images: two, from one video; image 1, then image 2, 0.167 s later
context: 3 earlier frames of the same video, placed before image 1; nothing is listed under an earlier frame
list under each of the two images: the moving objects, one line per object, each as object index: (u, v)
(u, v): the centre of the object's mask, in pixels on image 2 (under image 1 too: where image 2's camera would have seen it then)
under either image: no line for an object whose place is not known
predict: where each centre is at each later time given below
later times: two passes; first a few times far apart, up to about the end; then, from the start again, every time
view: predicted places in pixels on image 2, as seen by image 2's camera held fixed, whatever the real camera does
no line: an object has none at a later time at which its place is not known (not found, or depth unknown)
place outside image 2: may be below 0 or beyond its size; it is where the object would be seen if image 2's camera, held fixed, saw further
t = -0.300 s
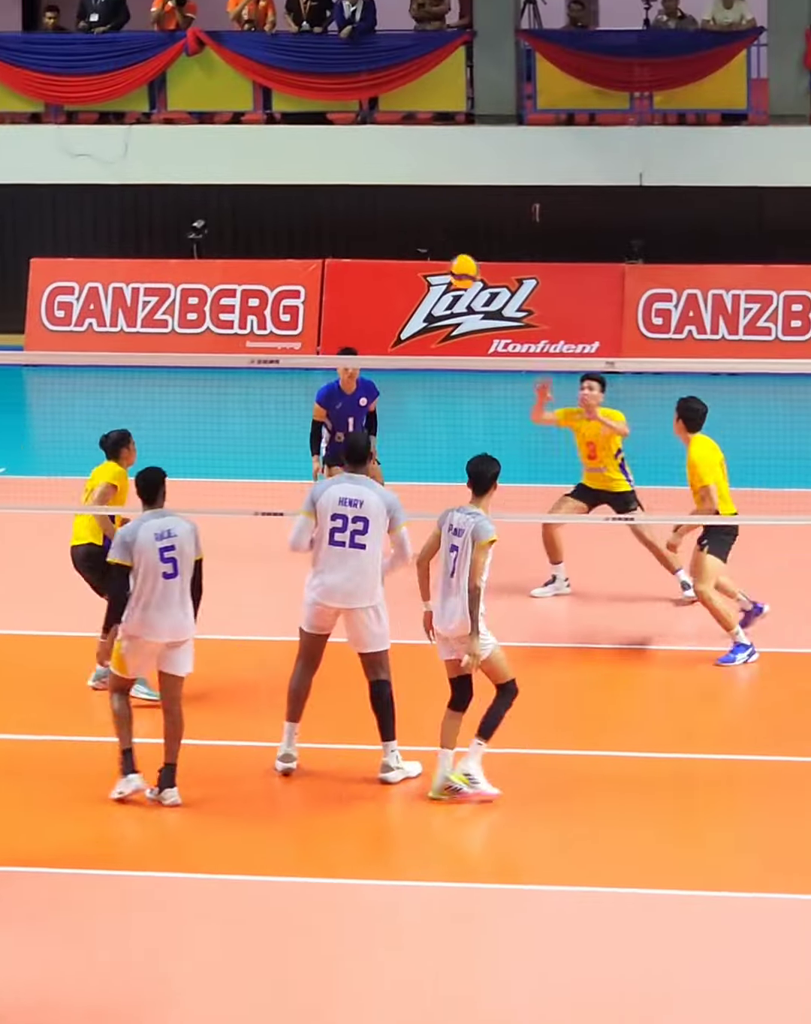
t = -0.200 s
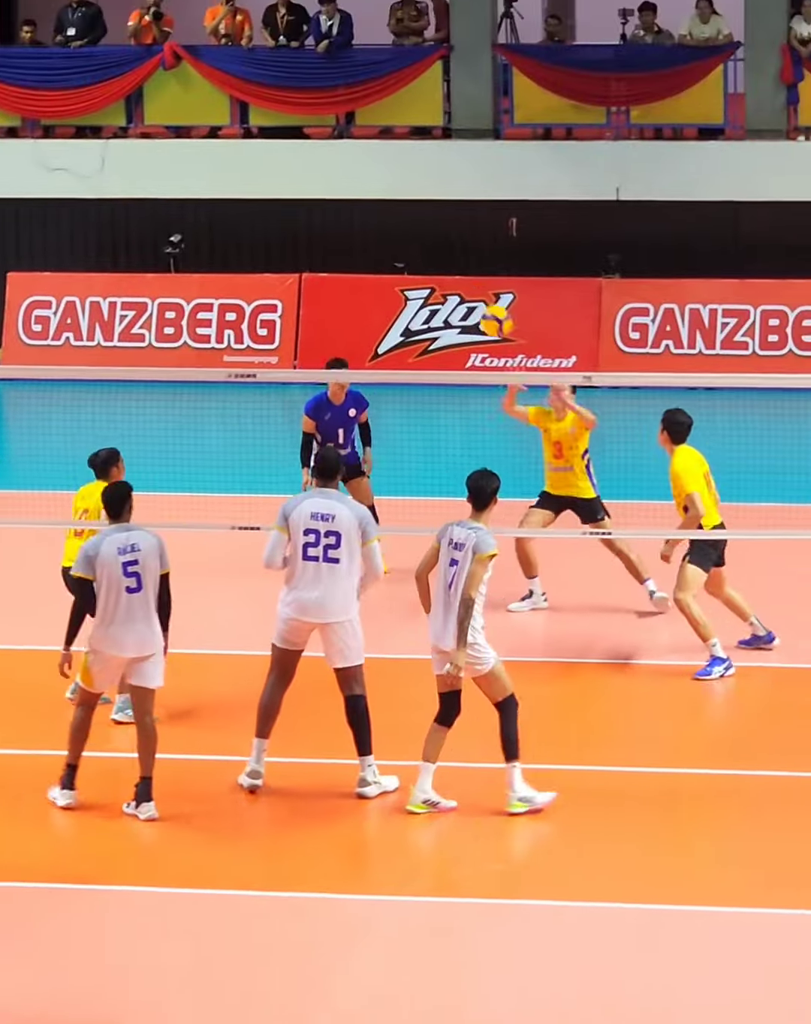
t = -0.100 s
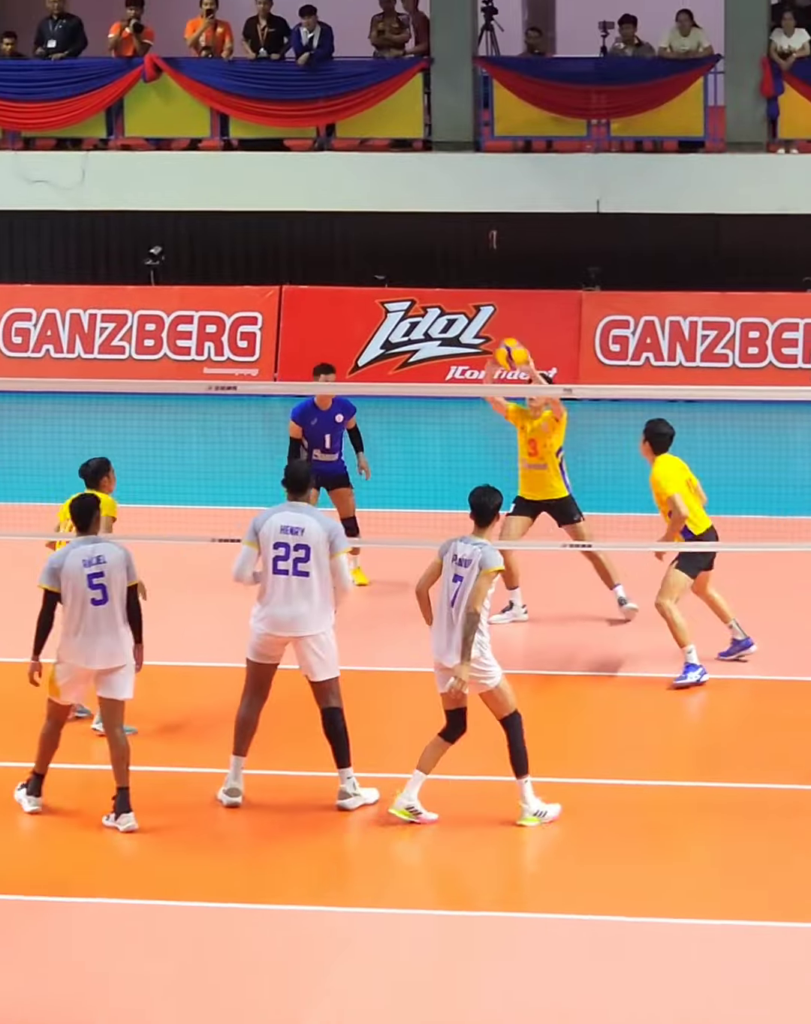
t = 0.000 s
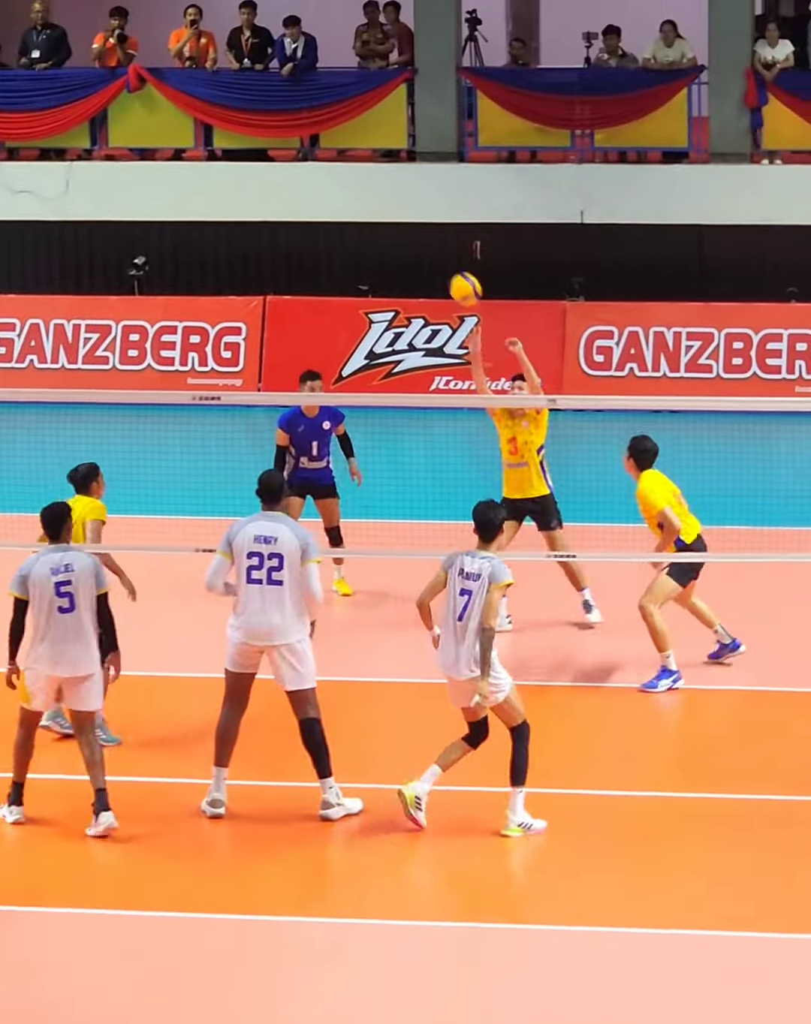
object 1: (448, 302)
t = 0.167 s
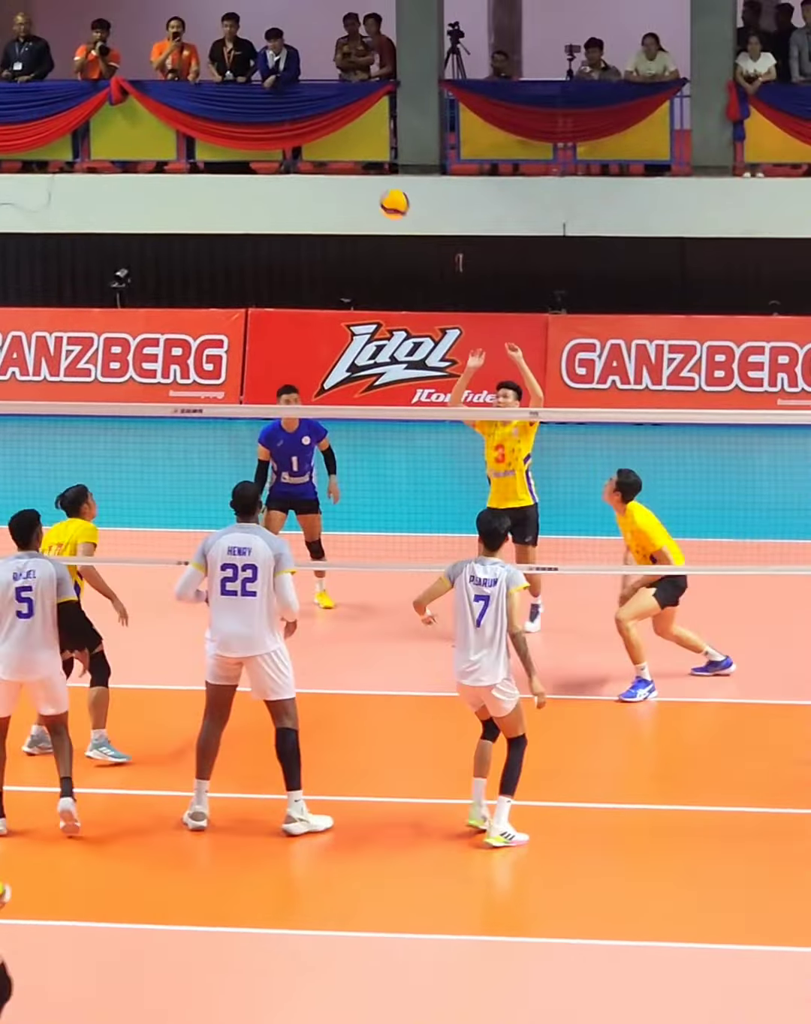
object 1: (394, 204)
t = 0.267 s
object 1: (363, 164)
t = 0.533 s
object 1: (279, 130)
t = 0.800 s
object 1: (197, 198)
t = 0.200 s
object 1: (384, 189)
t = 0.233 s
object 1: (373, 176)
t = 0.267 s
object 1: (363, 164)
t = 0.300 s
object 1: (352, 155)
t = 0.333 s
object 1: (342, 146)
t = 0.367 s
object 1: (332, 139)
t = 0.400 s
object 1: (321, 133)
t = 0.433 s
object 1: (310, 130)
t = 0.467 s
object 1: (300, 128)
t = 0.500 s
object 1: (289, 128)
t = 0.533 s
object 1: (279, 130)
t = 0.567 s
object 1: (268, 132)
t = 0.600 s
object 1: (258, 136)
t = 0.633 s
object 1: (248, 142)
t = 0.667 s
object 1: (238, 150)
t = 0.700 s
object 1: (227, 159)
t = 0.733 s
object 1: (217, 170)
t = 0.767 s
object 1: (206, 182)
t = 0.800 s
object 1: (197, 198)
